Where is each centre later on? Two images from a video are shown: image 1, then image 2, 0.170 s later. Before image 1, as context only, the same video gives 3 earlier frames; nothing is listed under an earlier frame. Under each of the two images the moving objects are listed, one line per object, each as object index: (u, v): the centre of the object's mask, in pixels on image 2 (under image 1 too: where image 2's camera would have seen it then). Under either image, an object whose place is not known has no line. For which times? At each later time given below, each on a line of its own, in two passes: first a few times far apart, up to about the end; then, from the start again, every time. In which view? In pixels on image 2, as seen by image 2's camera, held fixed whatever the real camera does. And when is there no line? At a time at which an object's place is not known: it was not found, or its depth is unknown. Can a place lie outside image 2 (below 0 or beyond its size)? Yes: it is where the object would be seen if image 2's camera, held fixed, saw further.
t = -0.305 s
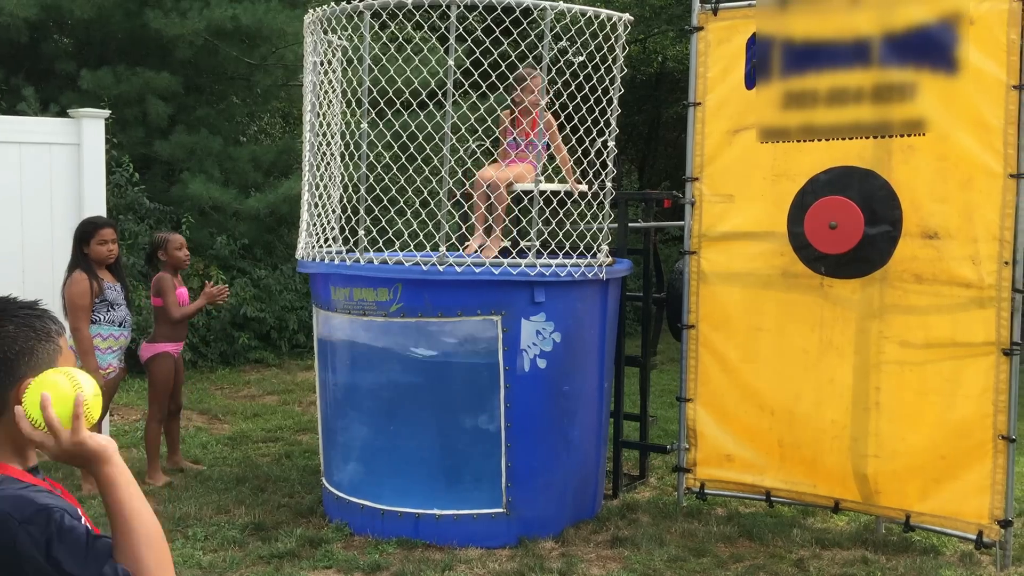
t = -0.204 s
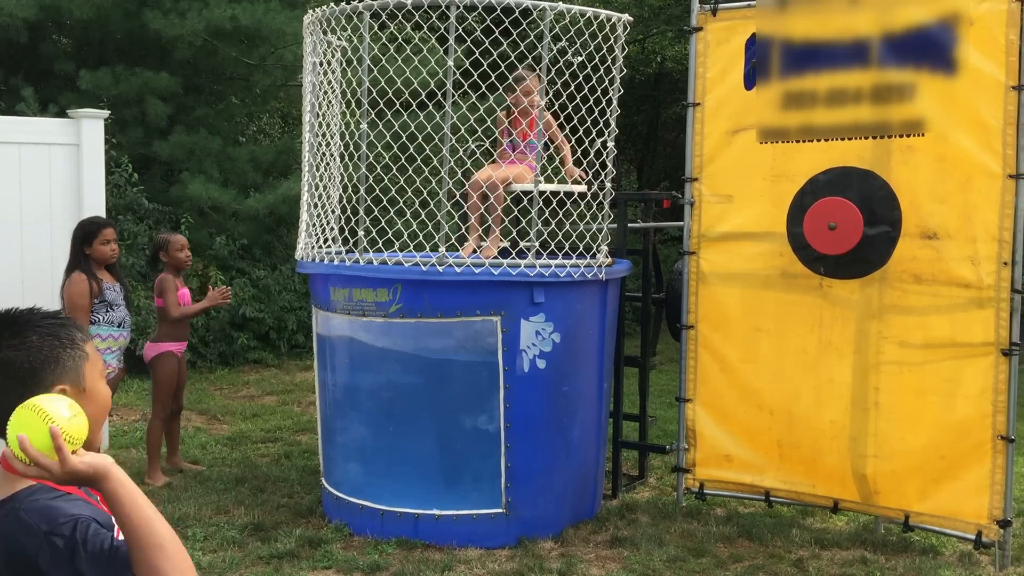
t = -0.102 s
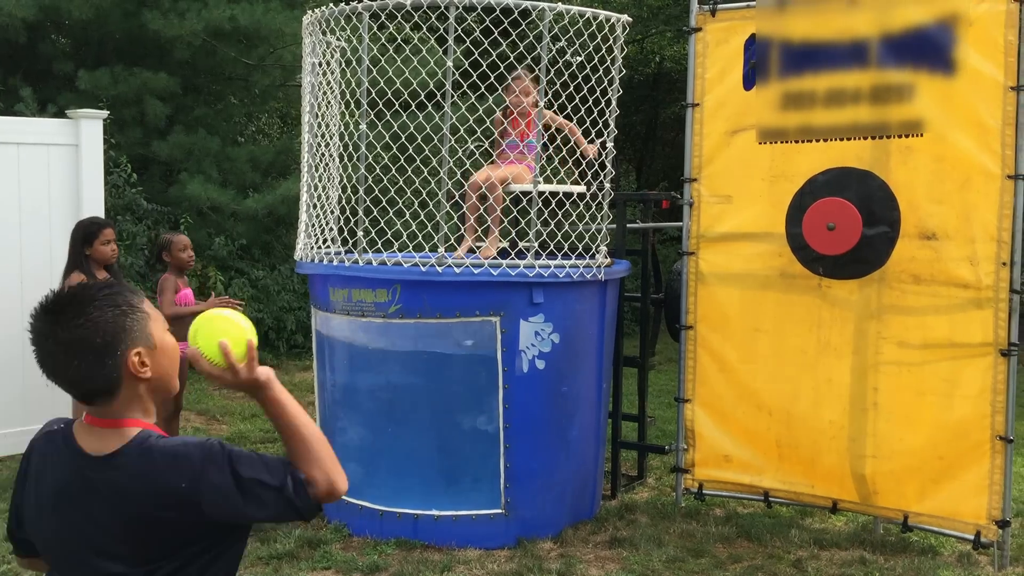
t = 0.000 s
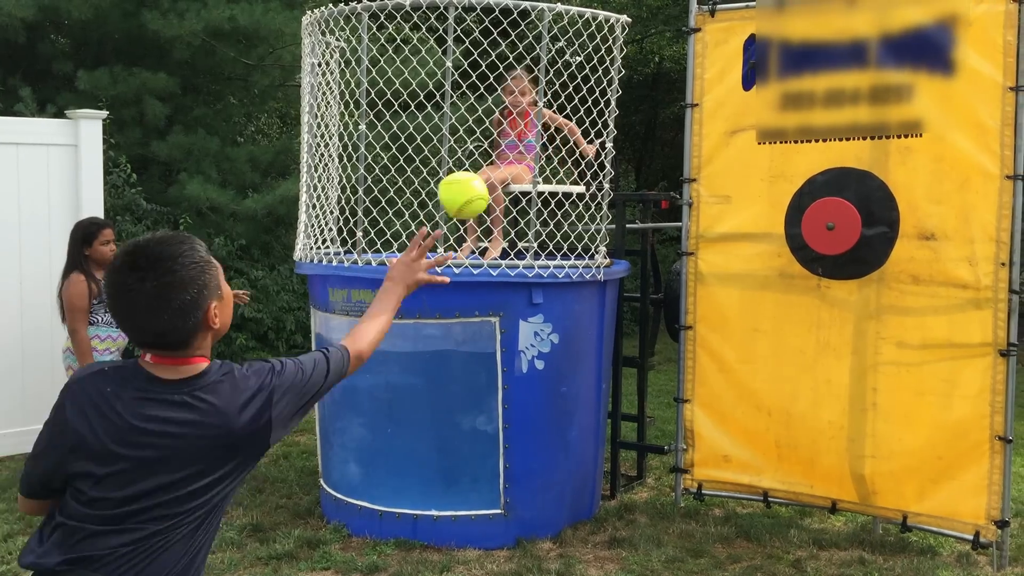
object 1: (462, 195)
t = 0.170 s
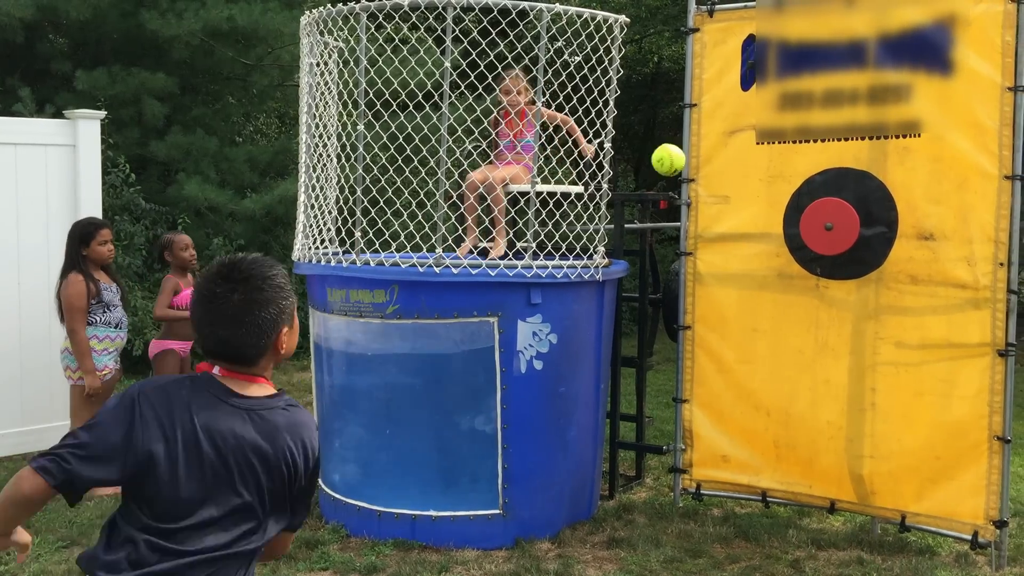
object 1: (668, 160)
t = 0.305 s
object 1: (750, 196)
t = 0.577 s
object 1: (796, 395)
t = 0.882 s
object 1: (814, 478)
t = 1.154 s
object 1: (831, 550)
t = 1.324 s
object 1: (833, 570)
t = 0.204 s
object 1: (693, 165)
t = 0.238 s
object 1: (715, 173)
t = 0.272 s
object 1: (734, 184)
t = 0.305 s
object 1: (750, 196)
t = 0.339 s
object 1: (766, 209)
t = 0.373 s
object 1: (779, 224)
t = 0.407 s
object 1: (790, 239)
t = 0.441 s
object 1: (791, 266)
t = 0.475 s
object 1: (793, 293)
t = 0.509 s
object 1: (794, 325)
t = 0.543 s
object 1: (795, 358)
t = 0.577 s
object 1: (796, 395)
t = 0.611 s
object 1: (797, 435)
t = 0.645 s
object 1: (798, 477)
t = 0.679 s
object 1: (799, 522)
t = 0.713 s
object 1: (801, 518)
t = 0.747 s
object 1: (803, 505)
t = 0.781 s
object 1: (806, 495)
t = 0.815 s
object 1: (809, 487)
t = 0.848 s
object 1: (812, 482)
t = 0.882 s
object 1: (814, 478)
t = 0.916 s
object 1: (816, 478)
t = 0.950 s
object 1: (819, 480)
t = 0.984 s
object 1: (821, 484)
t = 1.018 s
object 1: (823, 491)
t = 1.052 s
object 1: (825, 501)
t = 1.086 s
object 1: (827, 514)
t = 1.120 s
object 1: (829, 530)
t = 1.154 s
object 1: (831, 550)
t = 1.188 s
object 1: (832, 568)
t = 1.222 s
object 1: (833, 566)
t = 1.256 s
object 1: (833, 566)
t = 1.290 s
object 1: (834, 567)
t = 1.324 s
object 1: (833, 570)
